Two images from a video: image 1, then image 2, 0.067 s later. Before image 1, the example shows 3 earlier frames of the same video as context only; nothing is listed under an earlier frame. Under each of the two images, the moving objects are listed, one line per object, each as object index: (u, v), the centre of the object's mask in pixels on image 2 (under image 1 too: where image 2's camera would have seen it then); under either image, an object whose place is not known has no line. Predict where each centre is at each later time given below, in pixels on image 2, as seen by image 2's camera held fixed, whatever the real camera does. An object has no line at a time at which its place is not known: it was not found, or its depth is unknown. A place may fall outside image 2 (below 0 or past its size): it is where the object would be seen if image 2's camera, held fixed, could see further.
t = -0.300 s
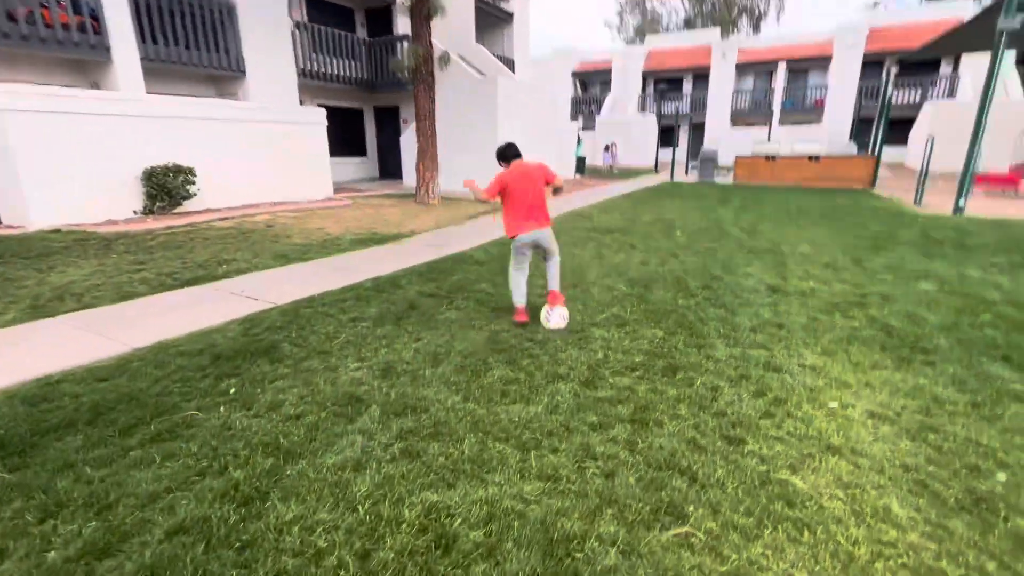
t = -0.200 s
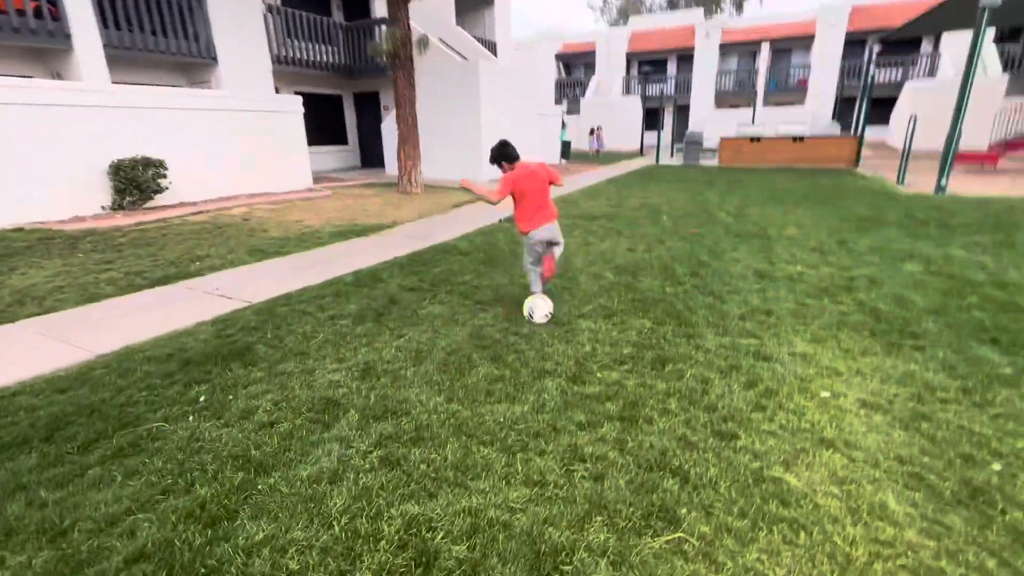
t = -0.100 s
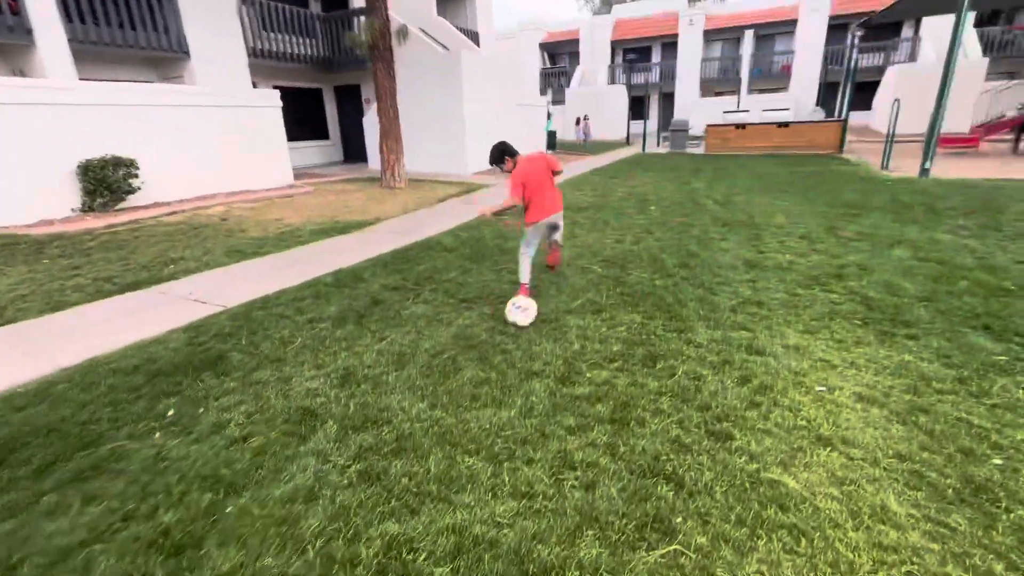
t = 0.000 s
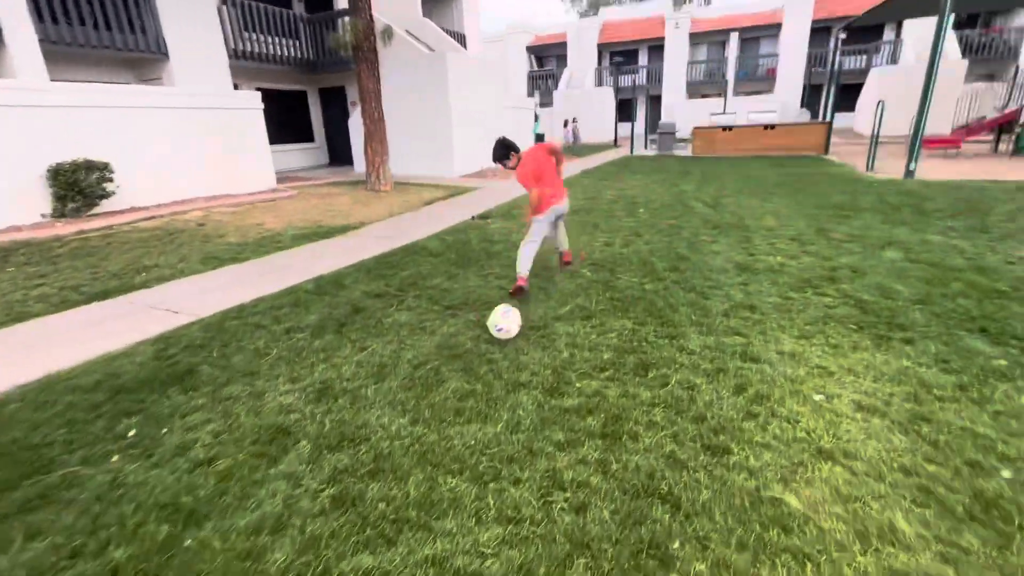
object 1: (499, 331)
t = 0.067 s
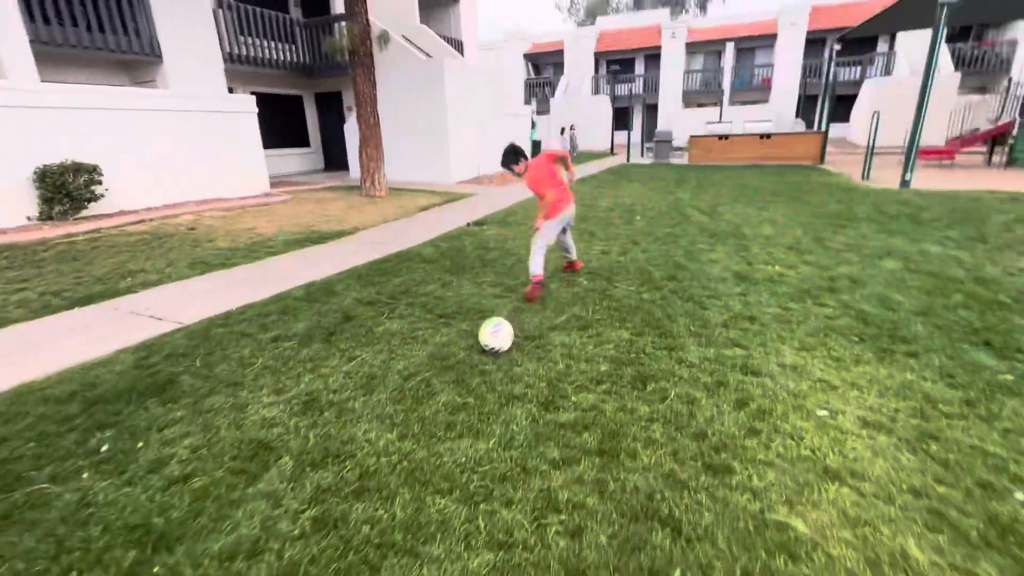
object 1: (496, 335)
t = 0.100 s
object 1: (495, 336)
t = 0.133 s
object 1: (494, 337)
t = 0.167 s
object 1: (493, 339)
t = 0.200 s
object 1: (491, 341)
